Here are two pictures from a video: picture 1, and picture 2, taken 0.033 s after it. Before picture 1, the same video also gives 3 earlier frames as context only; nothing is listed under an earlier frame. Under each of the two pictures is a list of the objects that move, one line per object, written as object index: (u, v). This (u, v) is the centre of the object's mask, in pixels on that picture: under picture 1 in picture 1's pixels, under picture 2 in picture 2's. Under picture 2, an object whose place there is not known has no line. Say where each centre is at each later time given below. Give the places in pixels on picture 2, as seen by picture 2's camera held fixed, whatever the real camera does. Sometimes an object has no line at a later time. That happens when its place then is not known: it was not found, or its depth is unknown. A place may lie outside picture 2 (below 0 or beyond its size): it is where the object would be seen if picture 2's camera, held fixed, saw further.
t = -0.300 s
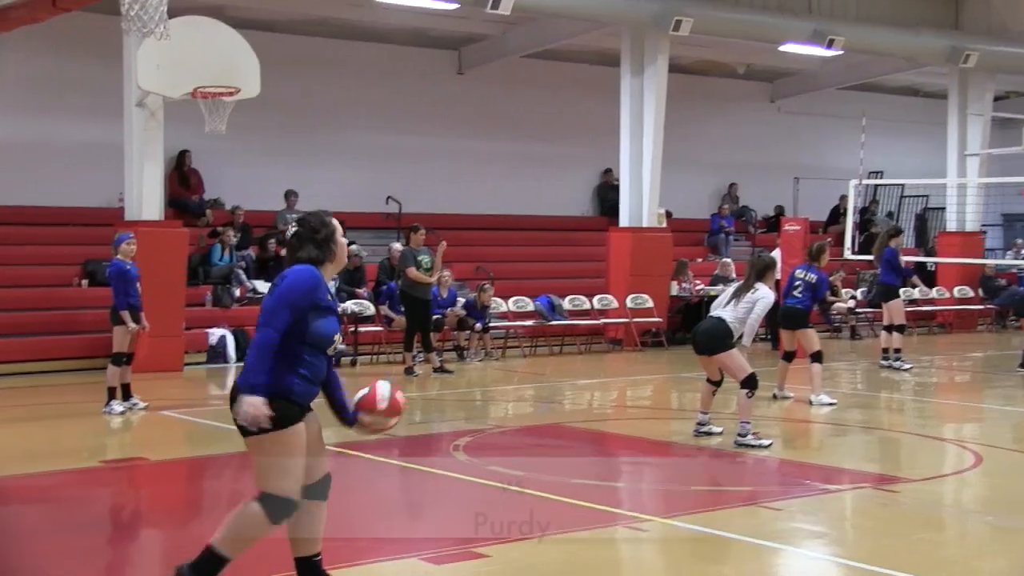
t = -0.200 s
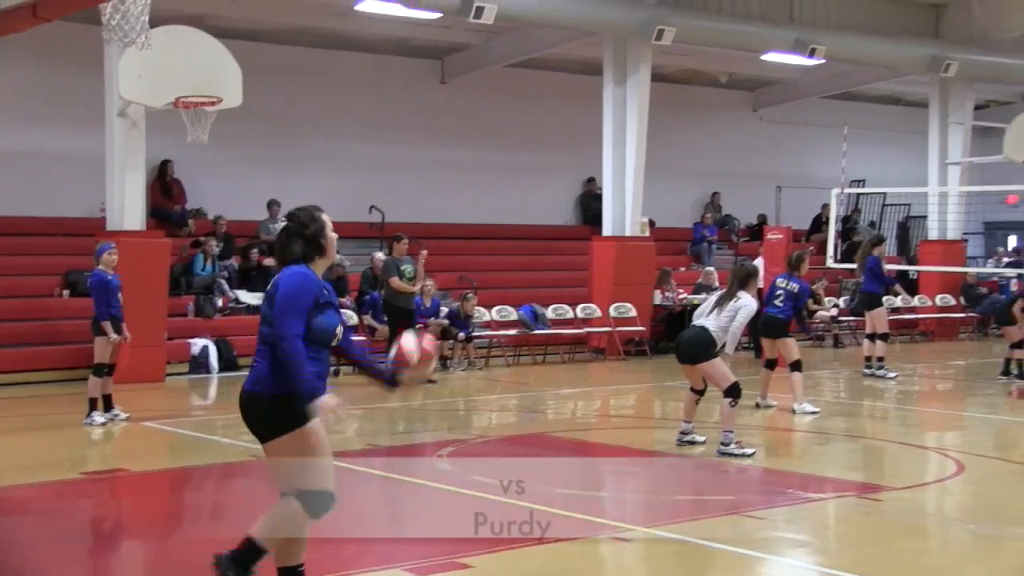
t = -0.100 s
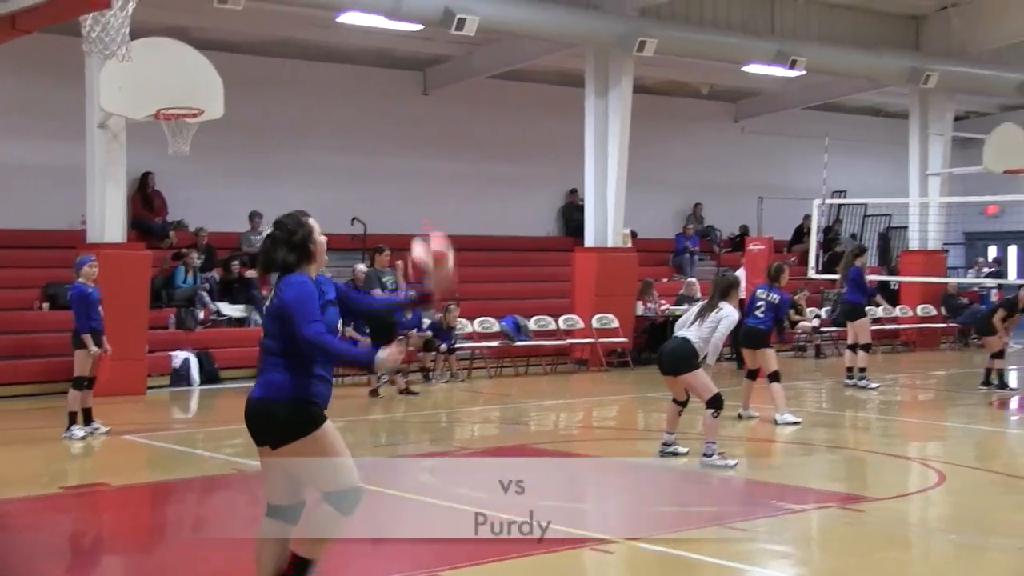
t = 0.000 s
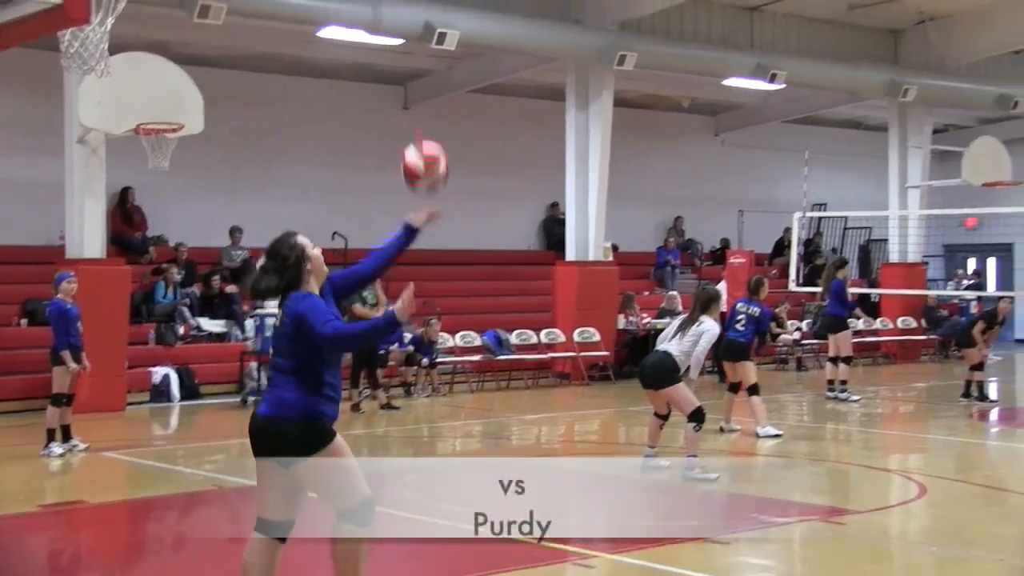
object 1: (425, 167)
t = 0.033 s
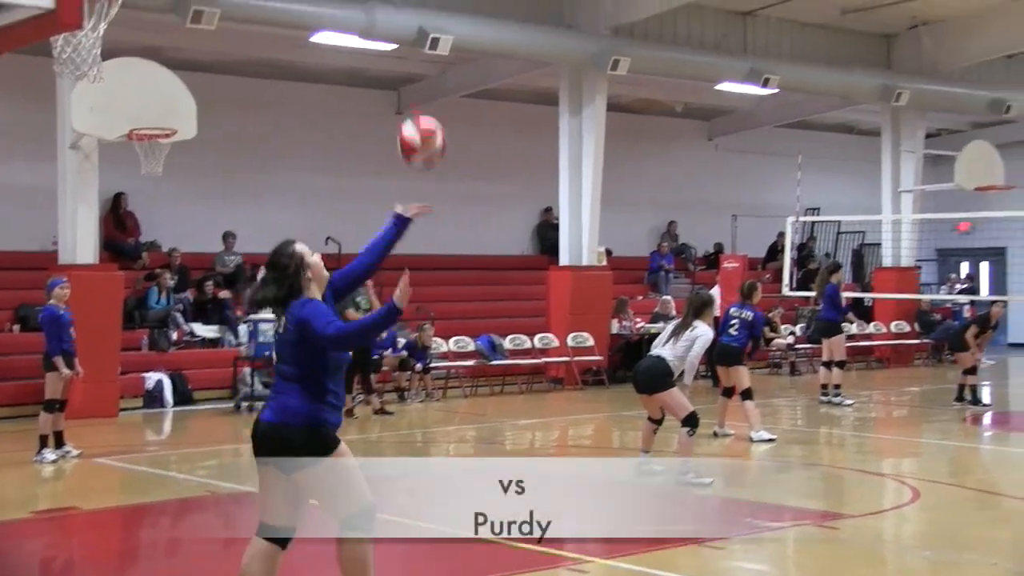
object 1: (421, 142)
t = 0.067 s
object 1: (430, 110)
